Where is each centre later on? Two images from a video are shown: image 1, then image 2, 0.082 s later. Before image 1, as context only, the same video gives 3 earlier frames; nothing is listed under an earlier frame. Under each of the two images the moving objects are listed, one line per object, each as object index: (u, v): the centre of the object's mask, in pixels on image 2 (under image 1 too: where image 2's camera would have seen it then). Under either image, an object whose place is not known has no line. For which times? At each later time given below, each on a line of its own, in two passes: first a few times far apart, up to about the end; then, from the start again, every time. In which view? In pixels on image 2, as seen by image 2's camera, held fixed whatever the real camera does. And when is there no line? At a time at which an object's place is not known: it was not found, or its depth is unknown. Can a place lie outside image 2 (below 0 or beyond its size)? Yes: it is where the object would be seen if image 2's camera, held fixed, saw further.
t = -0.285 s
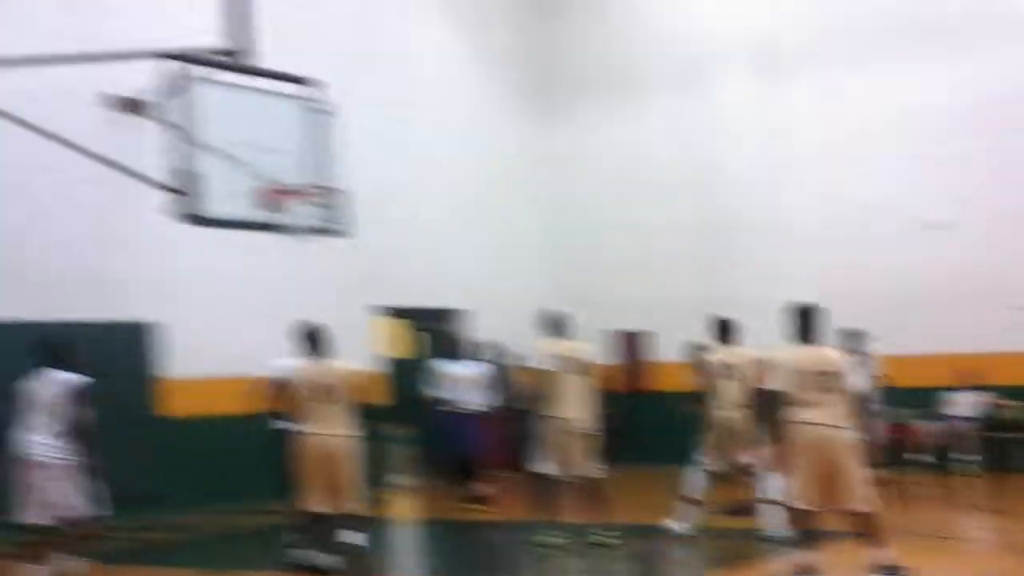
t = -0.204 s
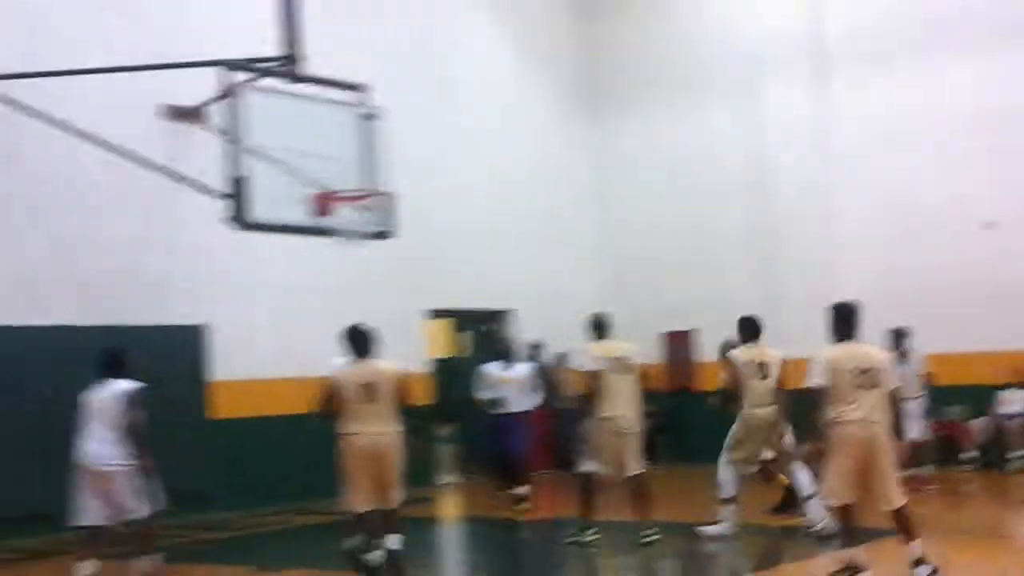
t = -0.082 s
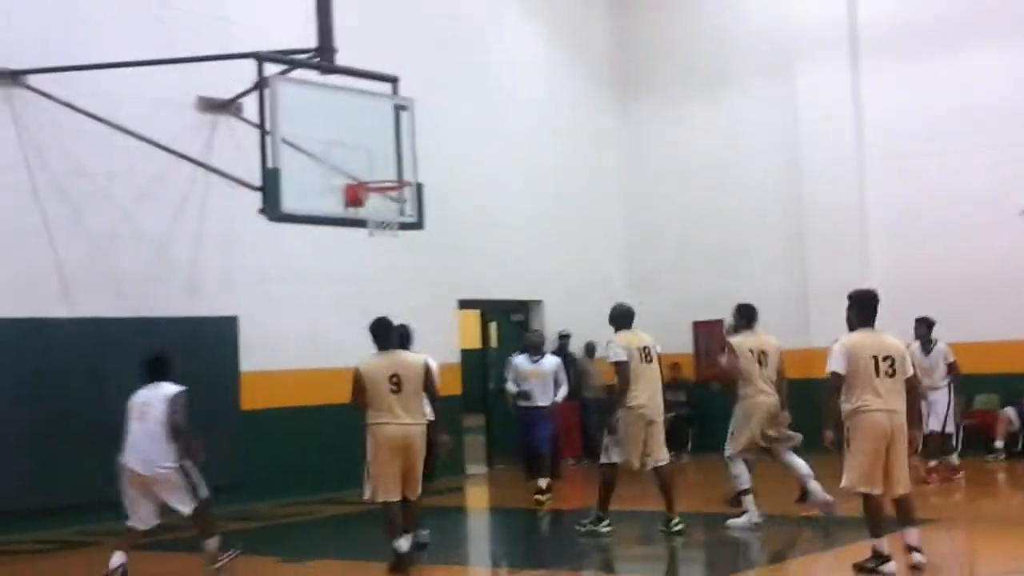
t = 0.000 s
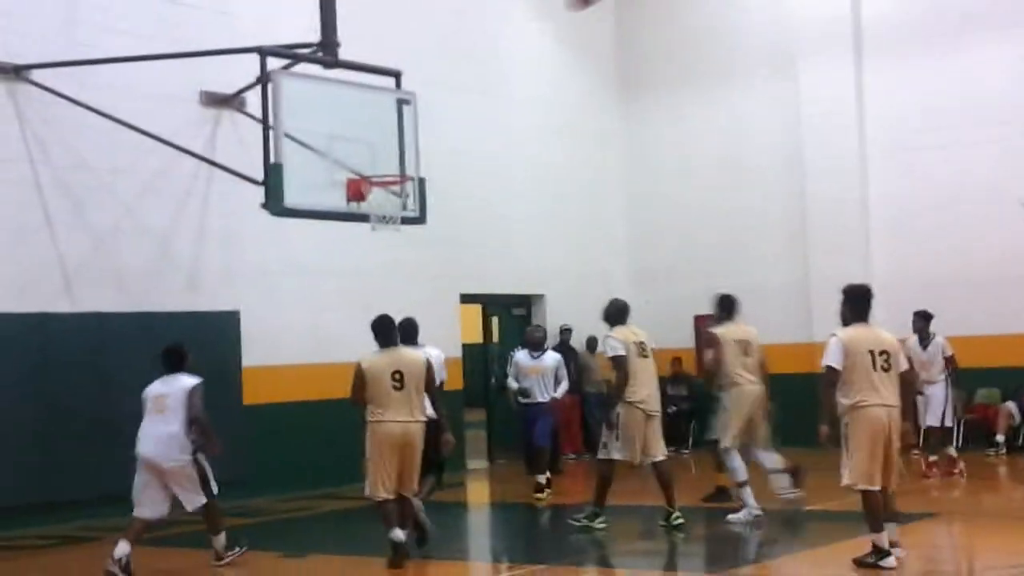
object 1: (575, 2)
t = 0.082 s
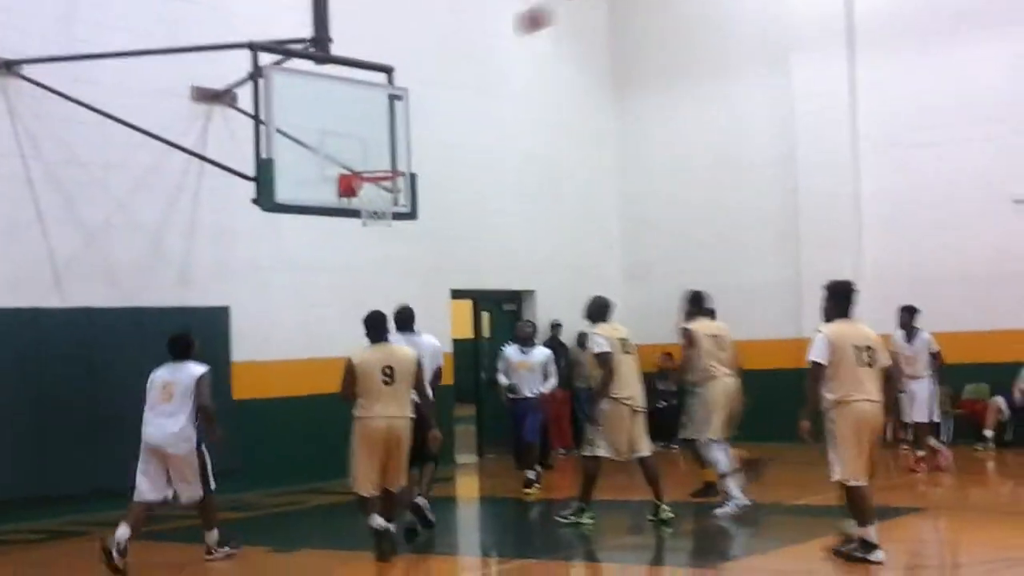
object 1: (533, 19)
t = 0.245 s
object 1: (447, 95)
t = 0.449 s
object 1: (355, 206)
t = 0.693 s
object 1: (347, 276)
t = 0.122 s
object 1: (511, 36)
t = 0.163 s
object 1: (489, 54)
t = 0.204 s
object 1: (468, 73)
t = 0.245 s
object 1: (447, 95)
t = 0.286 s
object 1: (427, 118)
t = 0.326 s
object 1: (410, 140)
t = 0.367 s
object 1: (390, 162)
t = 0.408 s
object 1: (369, 192)
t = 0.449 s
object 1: (355, 206)
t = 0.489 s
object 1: (351, 212)
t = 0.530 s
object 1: (350, 220)
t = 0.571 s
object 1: (349, 232)
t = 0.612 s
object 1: (348, 244)
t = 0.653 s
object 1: (348, 260)
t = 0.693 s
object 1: (347, 276)
